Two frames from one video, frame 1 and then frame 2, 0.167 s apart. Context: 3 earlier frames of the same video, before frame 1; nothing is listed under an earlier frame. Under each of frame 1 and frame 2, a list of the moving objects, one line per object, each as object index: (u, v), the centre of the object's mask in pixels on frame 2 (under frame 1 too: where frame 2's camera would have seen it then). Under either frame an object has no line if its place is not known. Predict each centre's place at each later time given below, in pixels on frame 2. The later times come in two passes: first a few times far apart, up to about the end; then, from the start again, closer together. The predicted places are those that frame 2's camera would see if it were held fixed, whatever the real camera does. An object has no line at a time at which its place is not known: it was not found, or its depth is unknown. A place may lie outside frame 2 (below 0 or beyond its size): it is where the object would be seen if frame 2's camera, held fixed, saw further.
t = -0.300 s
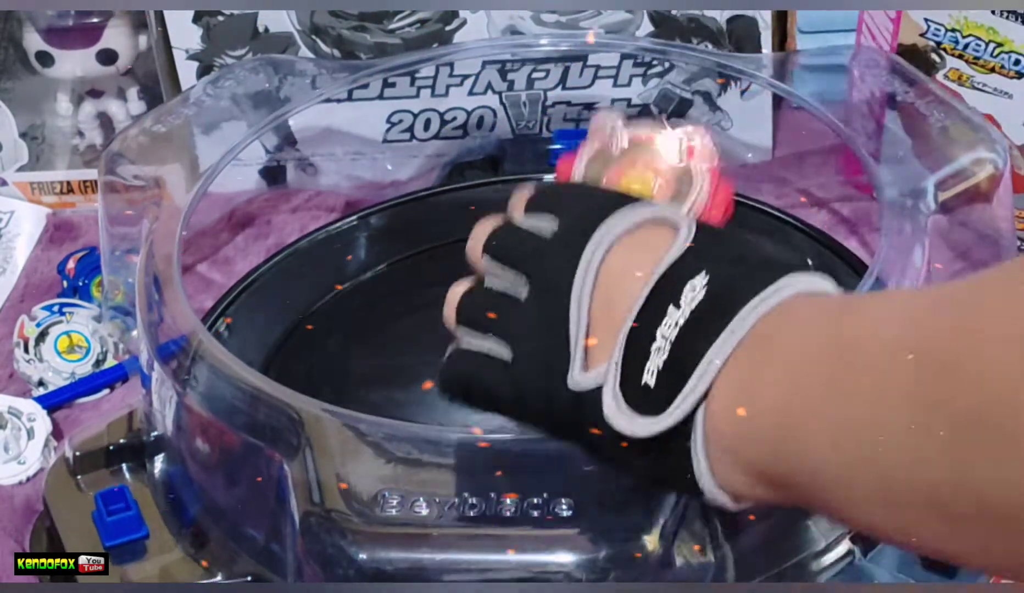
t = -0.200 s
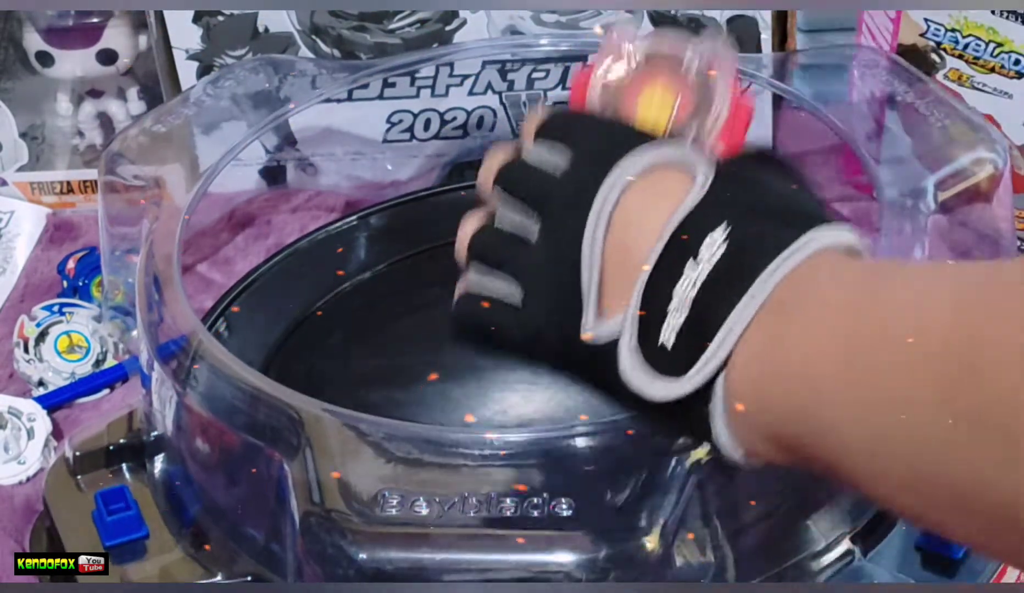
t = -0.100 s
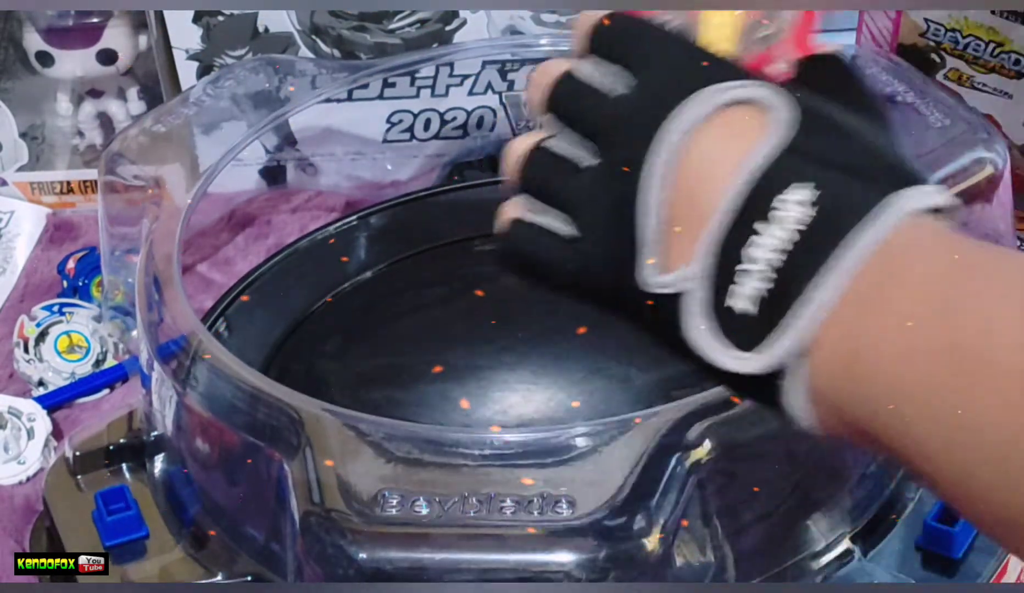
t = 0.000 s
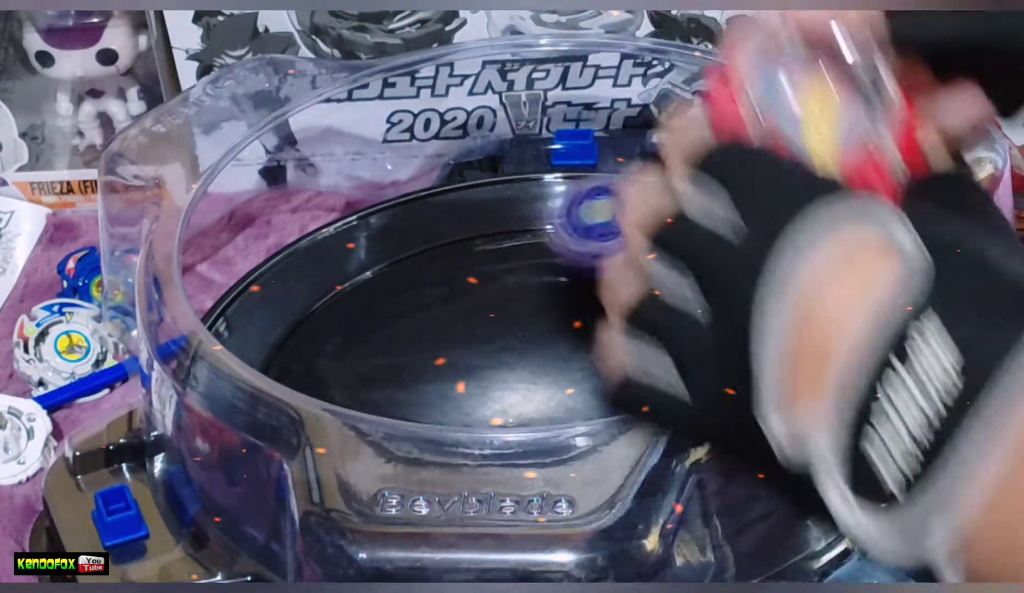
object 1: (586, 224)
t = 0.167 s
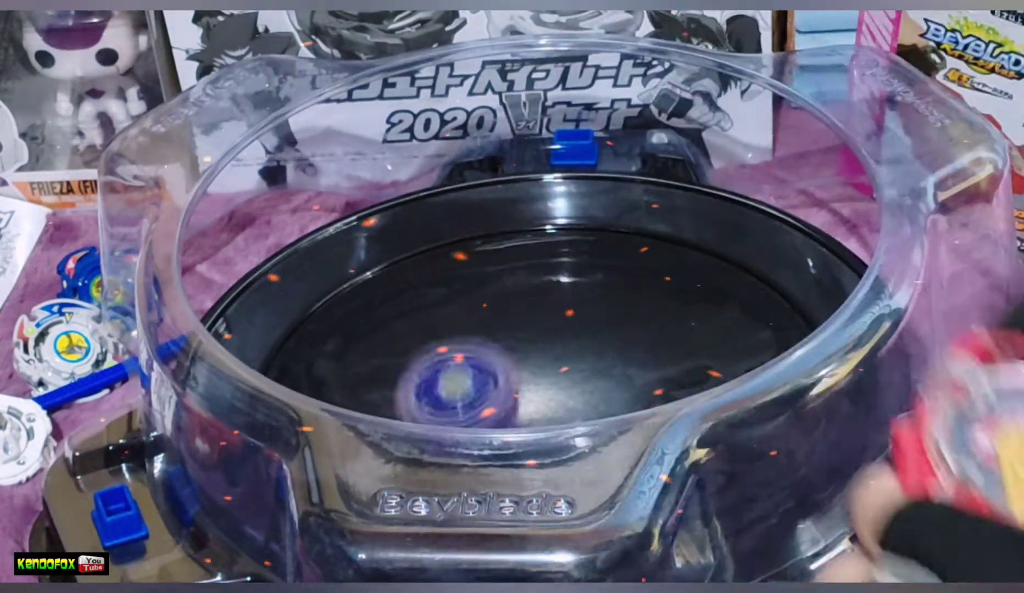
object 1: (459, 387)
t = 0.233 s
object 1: (486, 418)
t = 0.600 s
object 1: (730, 312)
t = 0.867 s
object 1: (336, 383)
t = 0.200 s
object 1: (465, 405)
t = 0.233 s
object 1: (486, 418)
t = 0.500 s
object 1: (773, 349)
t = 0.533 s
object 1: (780, 335)
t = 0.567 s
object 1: (775, 323)
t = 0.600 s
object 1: (730, 312)
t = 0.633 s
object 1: (688, 305)
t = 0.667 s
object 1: (642, 303)
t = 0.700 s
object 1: (545, 313)
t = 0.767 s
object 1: (451, 335)
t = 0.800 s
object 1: (409, 351)
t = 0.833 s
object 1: (350, 375)
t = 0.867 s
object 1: (336, 383)
